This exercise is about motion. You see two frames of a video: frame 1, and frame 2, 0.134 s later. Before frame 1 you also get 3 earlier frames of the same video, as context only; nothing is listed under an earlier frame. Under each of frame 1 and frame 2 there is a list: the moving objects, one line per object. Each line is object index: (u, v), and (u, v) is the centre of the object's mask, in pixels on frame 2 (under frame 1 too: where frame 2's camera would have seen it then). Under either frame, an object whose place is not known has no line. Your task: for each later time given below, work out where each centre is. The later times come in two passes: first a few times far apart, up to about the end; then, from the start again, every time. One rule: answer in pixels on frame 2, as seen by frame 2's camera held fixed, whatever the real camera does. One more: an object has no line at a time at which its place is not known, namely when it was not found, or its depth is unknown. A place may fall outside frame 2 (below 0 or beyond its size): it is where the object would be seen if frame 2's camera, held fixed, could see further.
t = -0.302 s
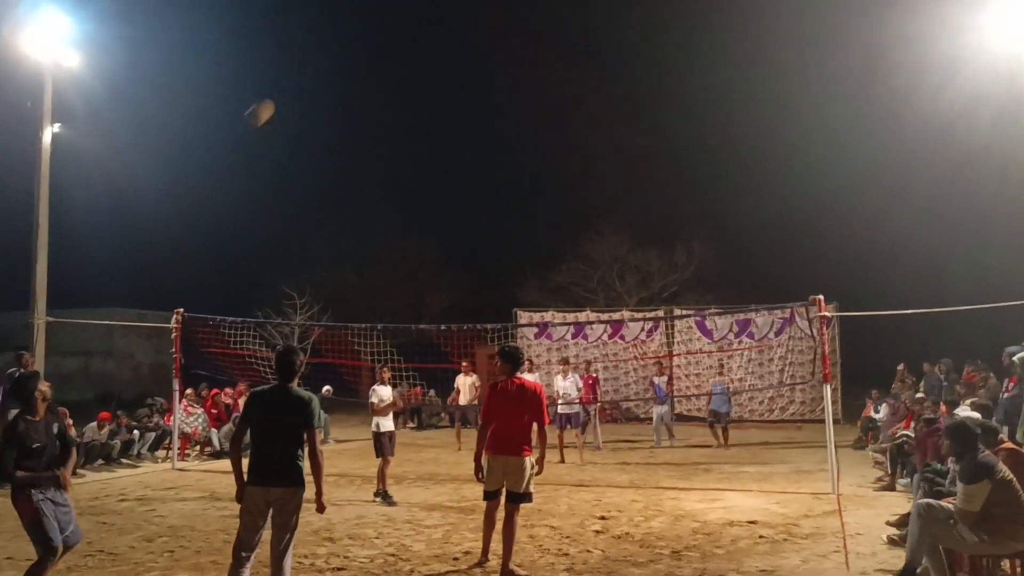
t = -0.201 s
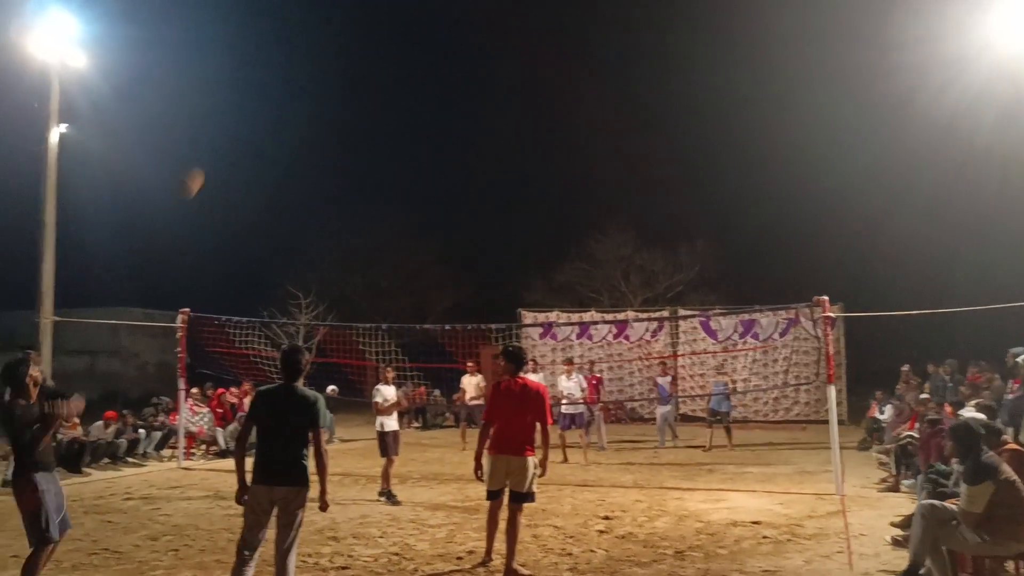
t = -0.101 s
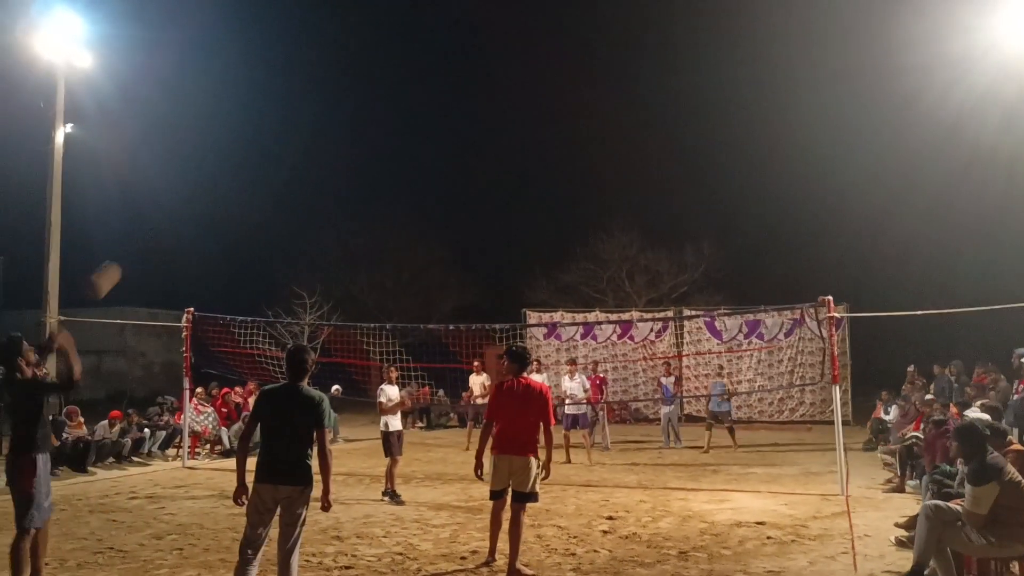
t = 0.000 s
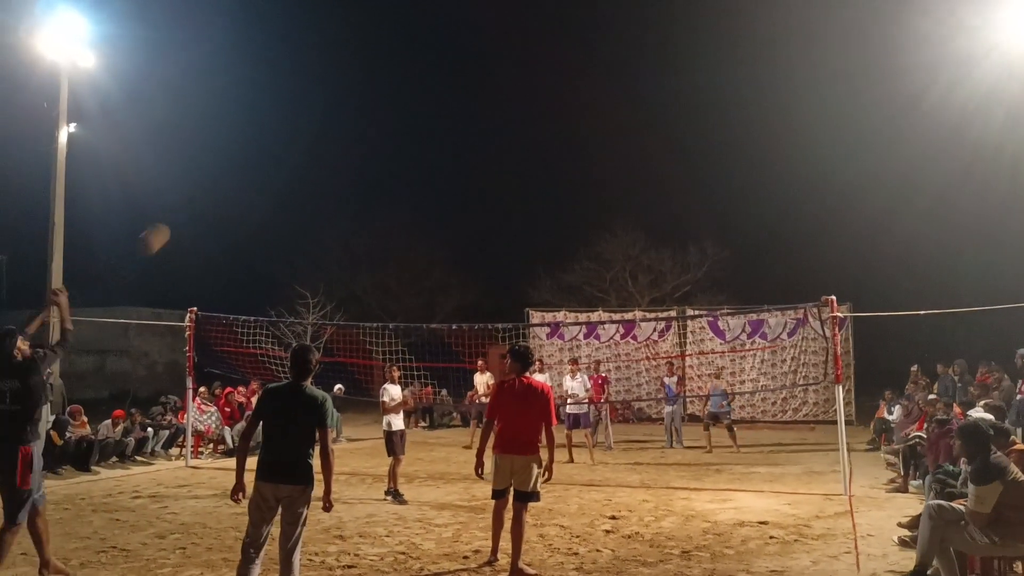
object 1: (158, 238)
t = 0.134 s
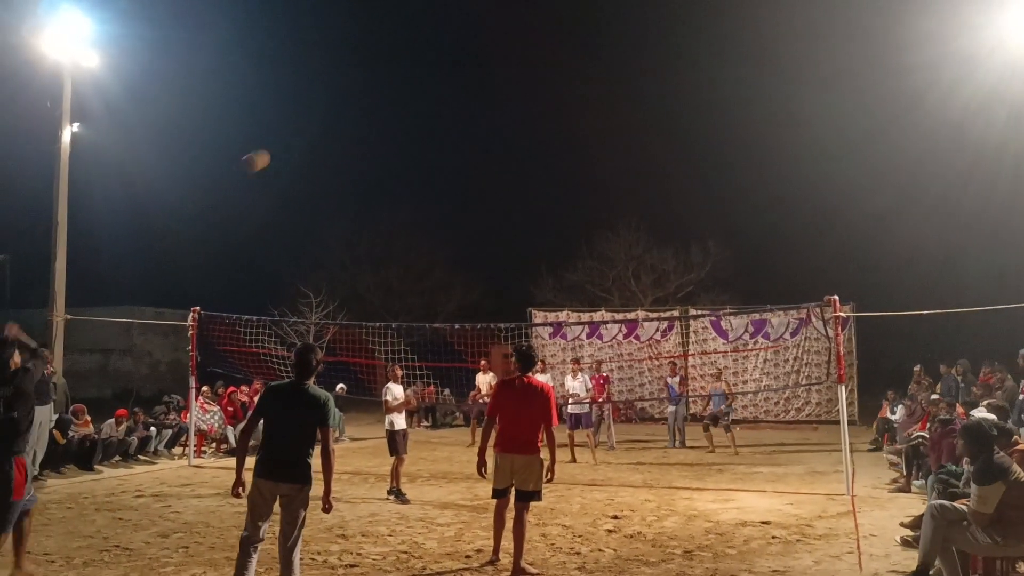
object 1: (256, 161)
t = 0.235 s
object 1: (312, 130)
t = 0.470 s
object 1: (409, 113)
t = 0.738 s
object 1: (482, 148)
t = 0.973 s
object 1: (527, 206)
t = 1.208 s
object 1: (560, 280)
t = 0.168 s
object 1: (277, 149)
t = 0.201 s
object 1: (295, 139)
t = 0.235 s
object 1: (312, 130)
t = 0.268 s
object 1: (330, 124)
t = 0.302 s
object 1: (345, 119)
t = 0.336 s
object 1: (359, 116)
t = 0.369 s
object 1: (373, 113)
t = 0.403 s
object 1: (386, 112)
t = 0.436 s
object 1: (398, 112)
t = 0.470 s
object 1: (409, 113)
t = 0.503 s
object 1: (420, 115)
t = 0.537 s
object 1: (430, 118)
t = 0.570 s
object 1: (440, 121)
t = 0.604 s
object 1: (450, 126)
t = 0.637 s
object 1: (458, 130)
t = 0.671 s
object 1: (466, 135)
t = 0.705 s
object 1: (474, 141)
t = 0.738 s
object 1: (482, 148)
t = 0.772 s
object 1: (489, 155)
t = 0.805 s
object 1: (496, 162)
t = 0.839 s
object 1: (503, 170)
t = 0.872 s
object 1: (510, 179)
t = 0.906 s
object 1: (516, 187)
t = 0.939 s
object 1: (521, 196)
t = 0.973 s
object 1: (527, 206)
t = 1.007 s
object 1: (532, 215)
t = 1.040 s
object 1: (537, 225)
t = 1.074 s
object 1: (542, 236)
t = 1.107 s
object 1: (547, 246)
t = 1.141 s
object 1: (551, 257)
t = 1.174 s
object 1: (556, 269)
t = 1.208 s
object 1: (560, 280)
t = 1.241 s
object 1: (564, 292)
